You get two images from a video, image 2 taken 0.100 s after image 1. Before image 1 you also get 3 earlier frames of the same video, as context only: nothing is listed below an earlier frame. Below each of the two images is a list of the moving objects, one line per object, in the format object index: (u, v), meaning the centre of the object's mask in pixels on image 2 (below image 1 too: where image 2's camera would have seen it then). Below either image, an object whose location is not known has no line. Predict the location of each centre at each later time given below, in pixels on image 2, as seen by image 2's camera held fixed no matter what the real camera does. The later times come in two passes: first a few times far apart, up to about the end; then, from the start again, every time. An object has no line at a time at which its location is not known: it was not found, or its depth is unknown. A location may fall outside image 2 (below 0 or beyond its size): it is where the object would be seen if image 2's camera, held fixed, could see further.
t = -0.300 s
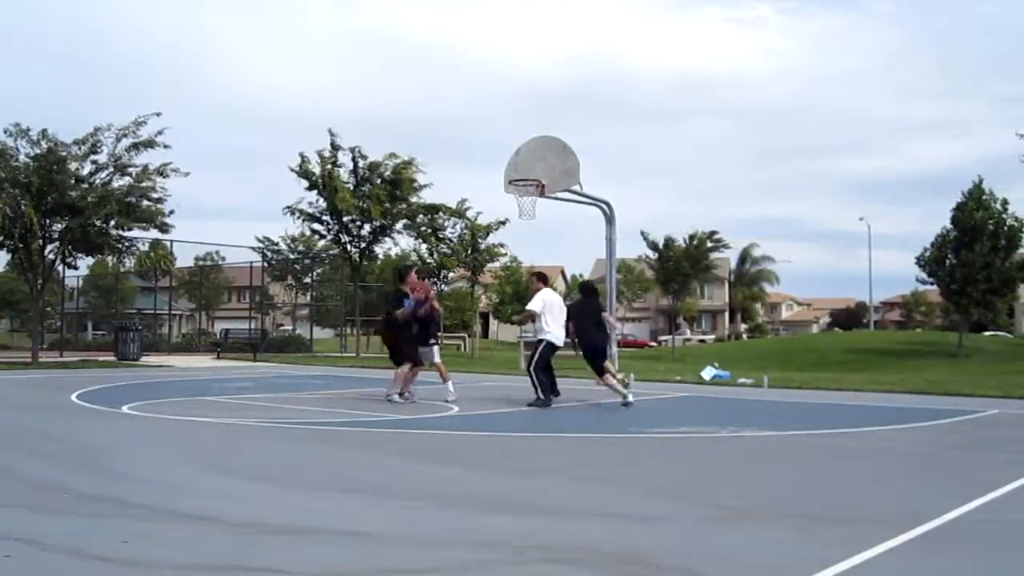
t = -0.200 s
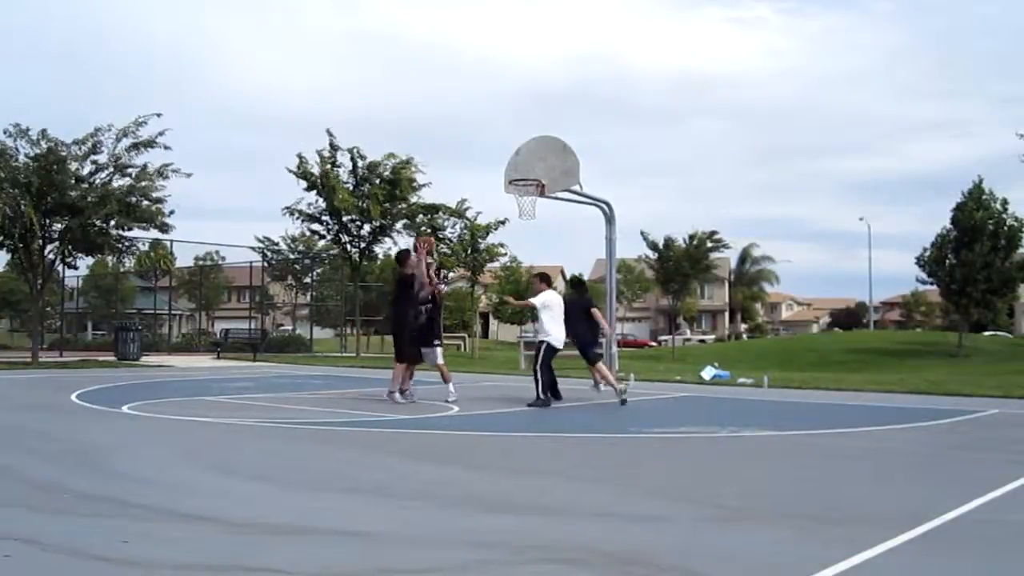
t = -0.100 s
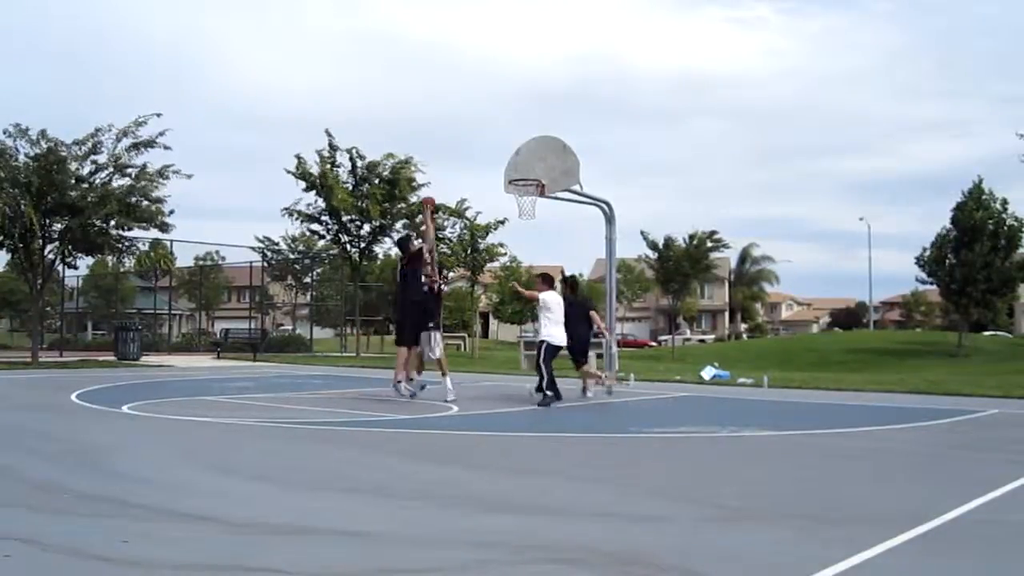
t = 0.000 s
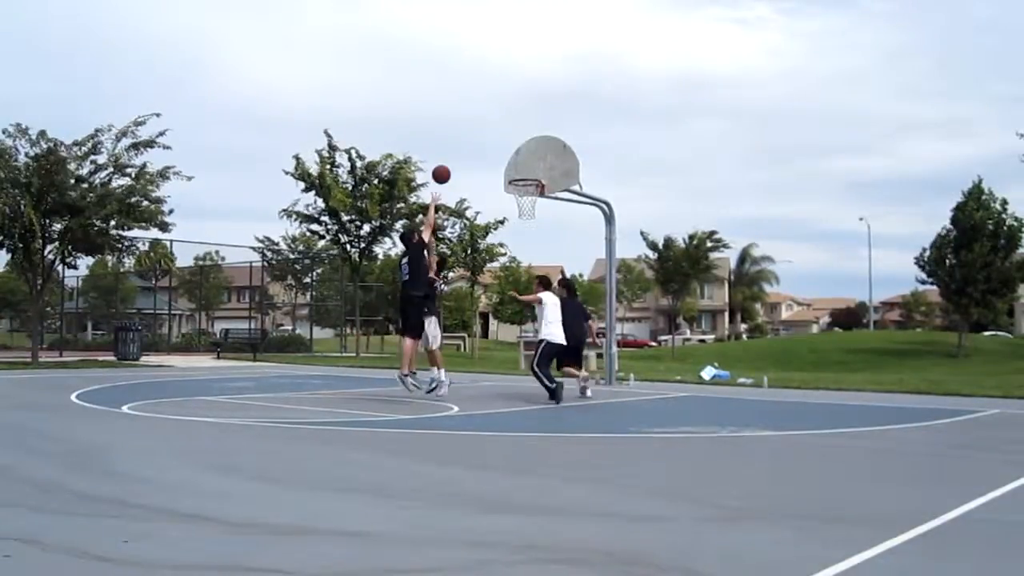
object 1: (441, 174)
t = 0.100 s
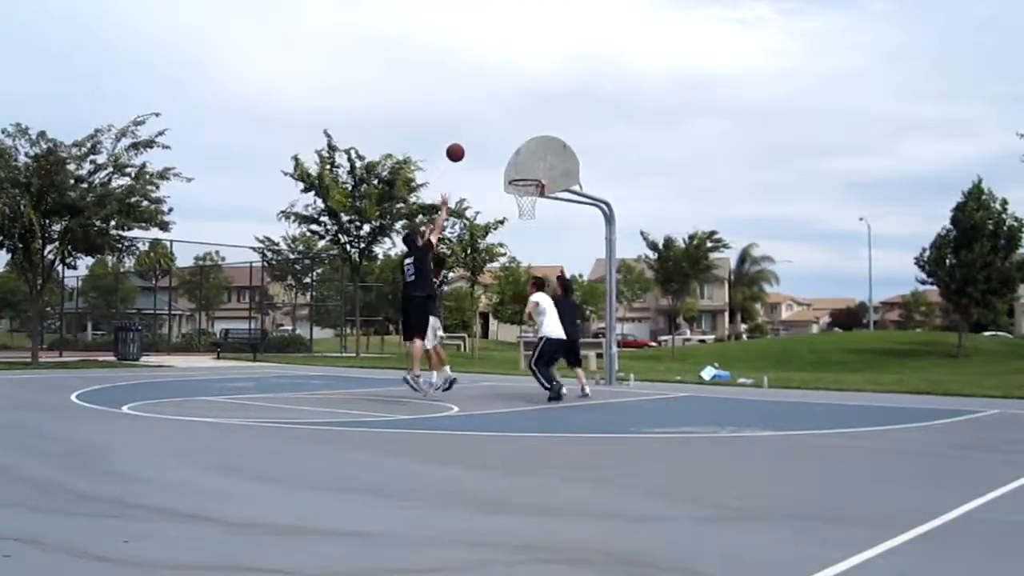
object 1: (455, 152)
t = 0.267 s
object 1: (477, 134)
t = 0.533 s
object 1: (508, 147)
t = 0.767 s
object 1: (525, 170)
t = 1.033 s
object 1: (504, 165)
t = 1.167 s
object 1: (494, 180)
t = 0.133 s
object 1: (459, 147)
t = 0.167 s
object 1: (464, 142)
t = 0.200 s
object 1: (468, 139)
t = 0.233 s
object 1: (473, 136)
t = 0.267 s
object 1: (477, 134)
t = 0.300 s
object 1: (481, 133)
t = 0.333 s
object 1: (485, 133)
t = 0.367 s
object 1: (489, 134)
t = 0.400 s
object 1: (493, 135)
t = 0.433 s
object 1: (497, 137)
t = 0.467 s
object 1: (500, 140)
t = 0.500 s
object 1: (504, 143)
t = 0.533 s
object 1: (508, 147)
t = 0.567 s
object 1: (512, 152)
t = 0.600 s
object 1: (516, 157)
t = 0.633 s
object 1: (518, 163)
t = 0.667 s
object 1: (522, 170)
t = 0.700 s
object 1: (525, 177)
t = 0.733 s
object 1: (527, 173)
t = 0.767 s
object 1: (525, 170)
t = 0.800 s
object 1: (522, 167)
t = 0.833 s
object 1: (519, 164)
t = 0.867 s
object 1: (517, 162)
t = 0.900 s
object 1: (514, 162)
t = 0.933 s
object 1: (512, 161)
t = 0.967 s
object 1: (509, 162)
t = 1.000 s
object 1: (507, 163)
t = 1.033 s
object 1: (504, 165)
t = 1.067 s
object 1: (502, 168)
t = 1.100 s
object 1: (499, 171)
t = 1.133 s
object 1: (497, 175)
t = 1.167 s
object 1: (494, 180)
